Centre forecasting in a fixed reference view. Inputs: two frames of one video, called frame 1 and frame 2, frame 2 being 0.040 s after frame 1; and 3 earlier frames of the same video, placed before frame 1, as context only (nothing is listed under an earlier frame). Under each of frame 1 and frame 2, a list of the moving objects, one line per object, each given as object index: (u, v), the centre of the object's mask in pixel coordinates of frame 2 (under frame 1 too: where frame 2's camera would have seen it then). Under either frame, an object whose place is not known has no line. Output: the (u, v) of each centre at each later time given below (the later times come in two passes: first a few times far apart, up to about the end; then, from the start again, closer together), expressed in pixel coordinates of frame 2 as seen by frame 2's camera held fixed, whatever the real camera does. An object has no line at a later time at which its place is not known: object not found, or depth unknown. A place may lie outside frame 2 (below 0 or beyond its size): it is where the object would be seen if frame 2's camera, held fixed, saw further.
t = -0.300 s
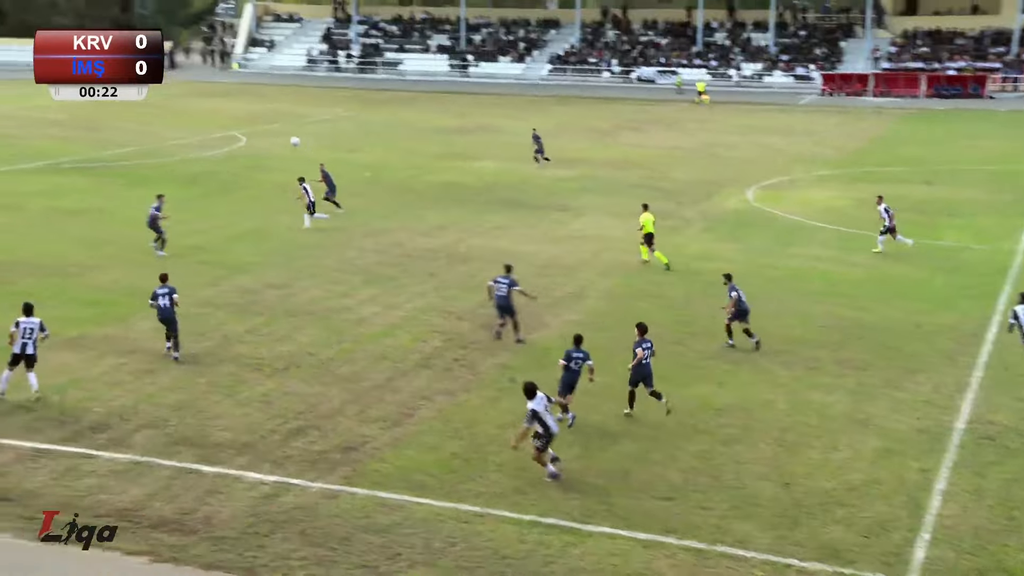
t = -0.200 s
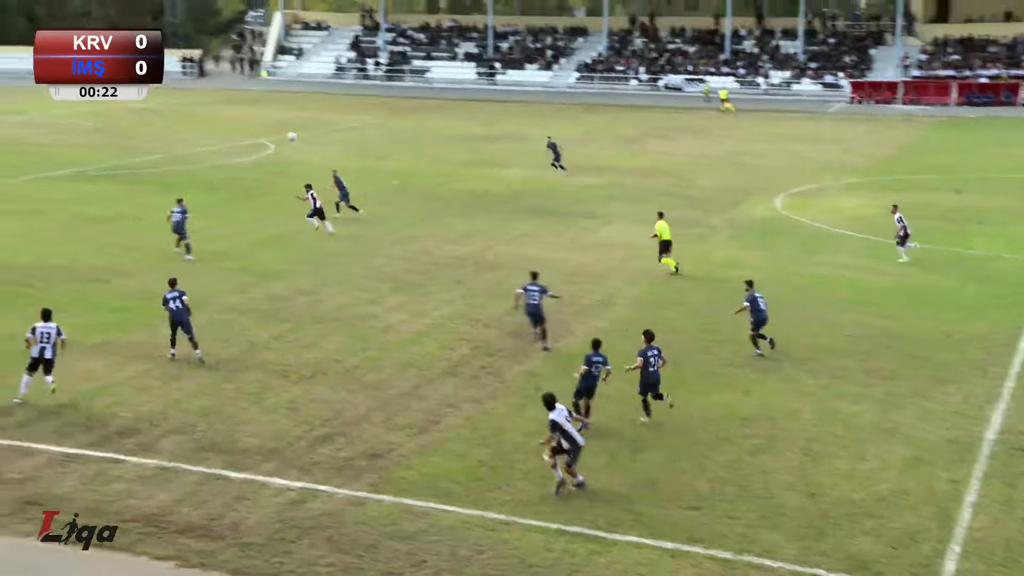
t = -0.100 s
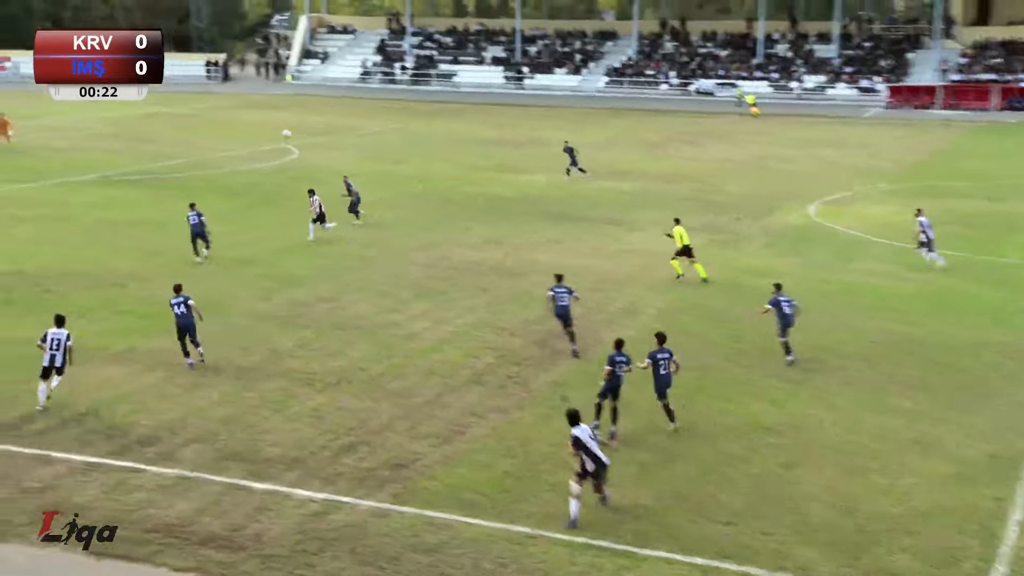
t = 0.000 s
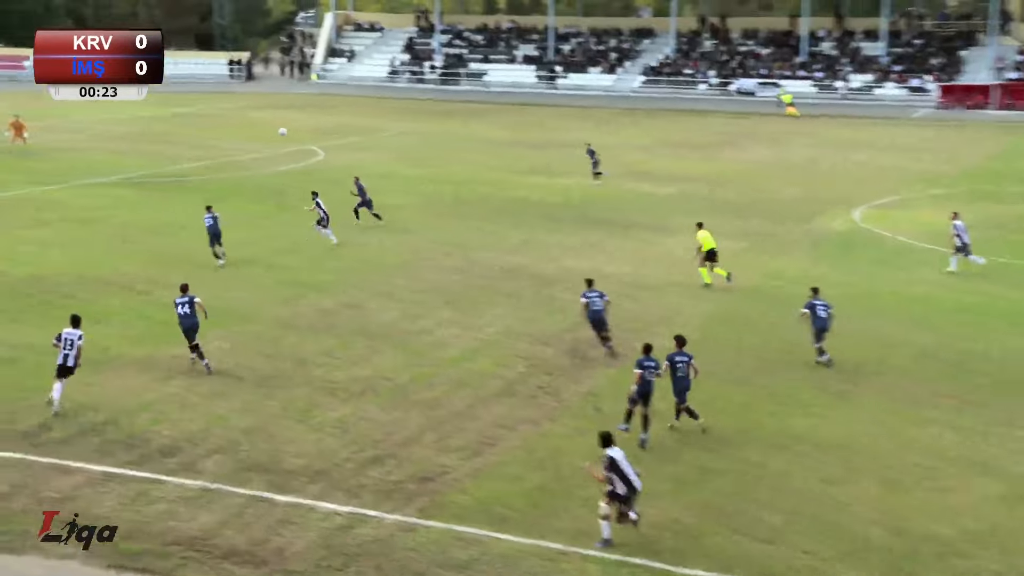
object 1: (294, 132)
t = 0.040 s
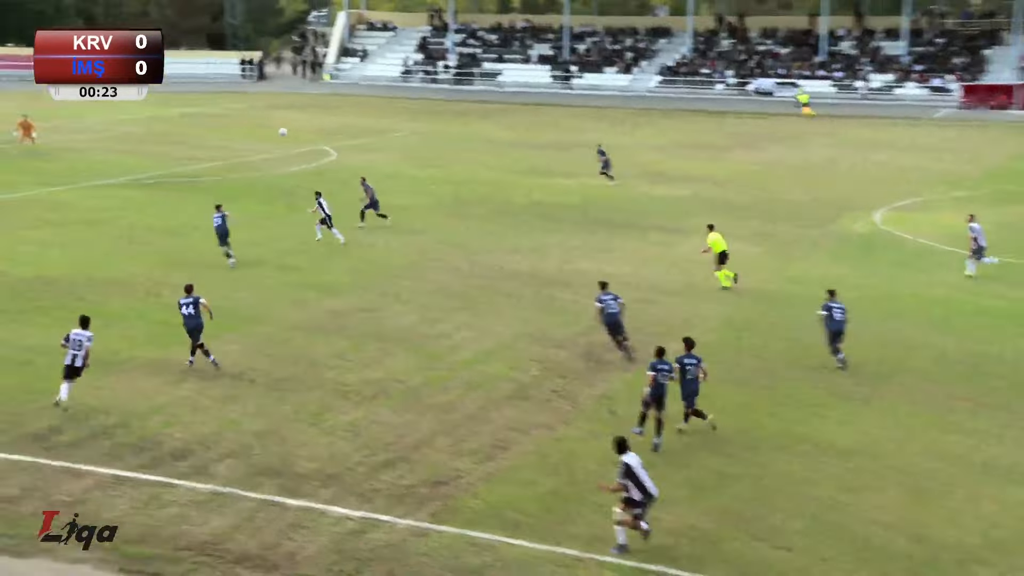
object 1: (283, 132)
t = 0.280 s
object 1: (220, 143)
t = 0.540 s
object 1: (146, 178)
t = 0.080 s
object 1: (273, 131)
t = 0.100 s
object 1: (268, 131)
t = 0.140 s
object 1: (258, 133)
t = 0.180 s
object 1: (247, 135)
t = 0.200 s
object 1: (242, 136)
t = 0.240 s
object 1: (231, 139)
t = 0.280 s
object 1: (220, 143)
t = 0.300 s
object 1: (214, 144)
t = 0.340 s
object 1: (203, 148)
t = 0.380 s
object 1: (191, 154)
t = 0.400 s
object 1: (185, 156)
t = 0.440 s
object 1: (175, 161)
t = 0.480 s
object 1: (163, 168)
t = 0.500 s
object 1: (158, 171)
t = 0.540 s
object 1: (146, 178)
